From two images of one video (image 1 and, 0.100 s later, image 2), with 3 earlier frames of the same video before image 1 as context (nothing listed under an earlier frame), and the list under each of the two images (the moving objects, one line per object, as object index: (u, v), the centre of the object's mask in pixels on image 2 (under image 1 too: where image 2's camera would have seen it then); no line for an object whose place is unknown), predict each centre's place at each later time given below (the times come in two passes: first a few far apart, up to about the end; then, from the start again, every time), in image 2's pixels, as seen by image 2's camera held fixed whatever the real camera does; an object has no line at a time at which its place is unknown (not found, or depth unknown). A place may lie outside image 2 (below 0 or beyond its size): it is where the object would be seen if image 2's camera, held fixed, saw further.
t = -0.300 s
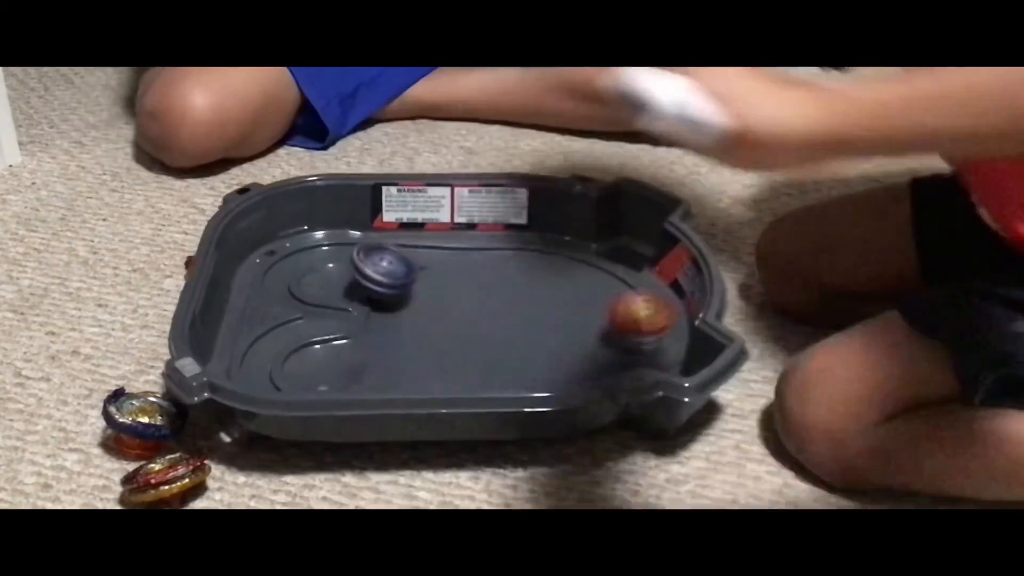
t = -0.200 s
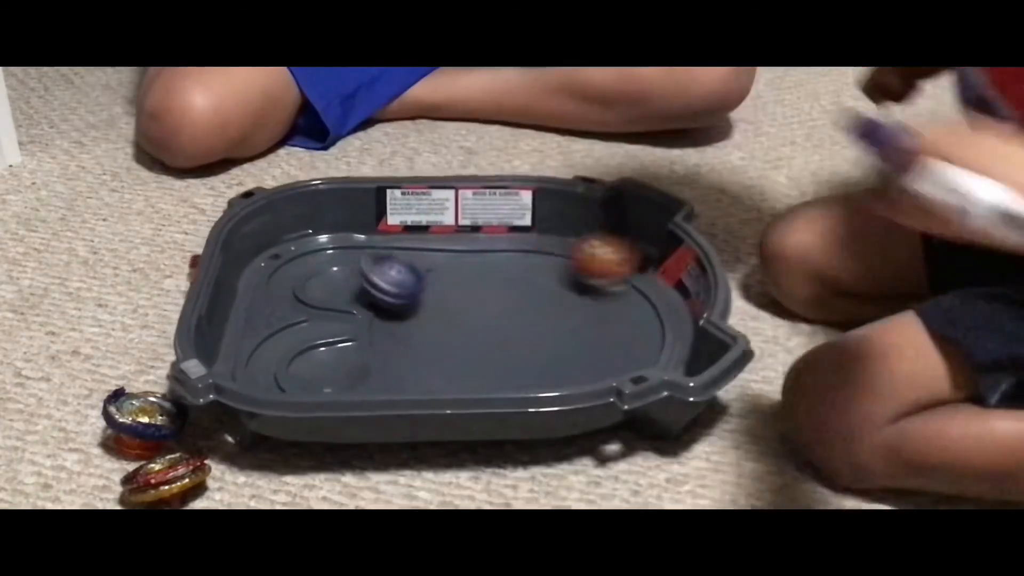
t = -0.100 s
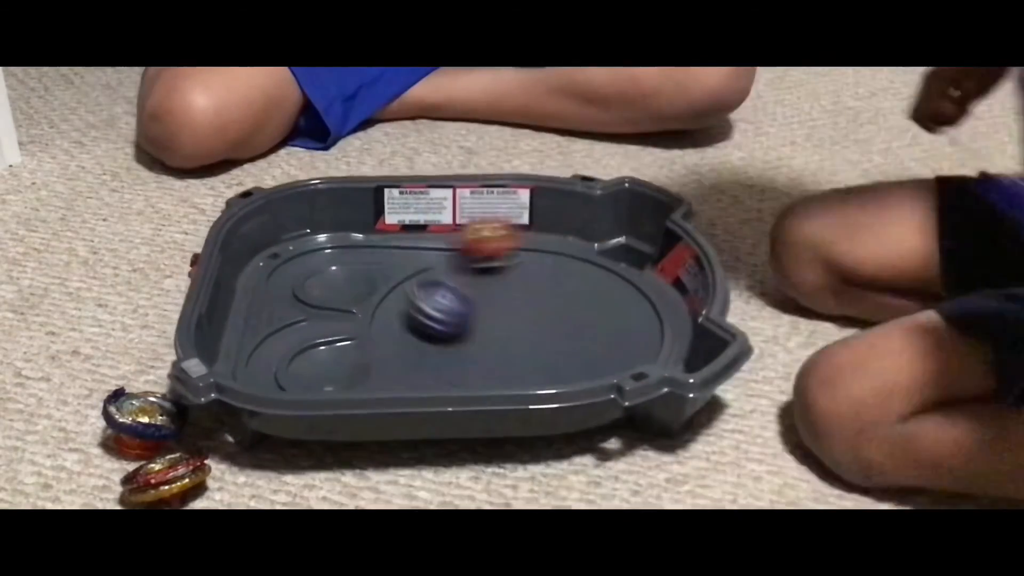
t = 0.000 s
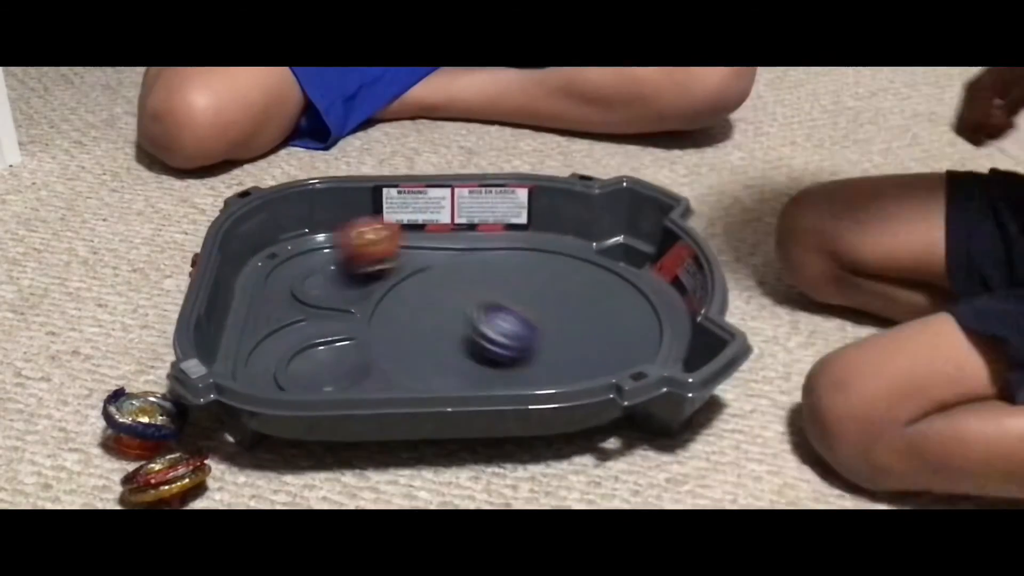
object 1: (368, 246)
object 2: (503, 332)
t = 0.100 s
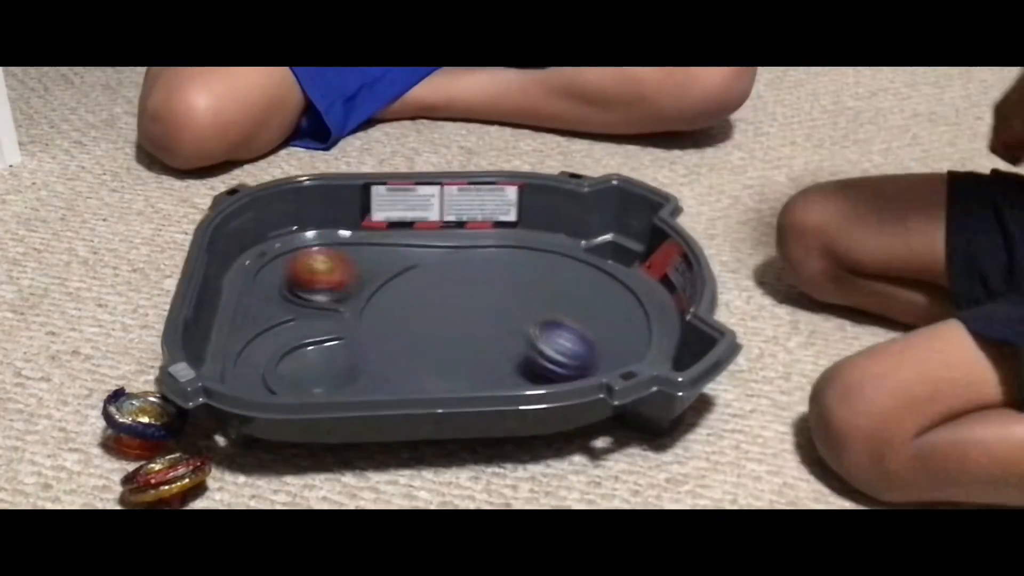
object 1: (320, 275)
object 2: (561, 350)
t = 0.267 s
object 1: (367, 270)
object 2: (575, 360)
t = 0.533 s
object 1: (368, 240)
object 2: (436, 351)
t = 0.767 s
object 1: (340, 240)
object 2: (387, 300)
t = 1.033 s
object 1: (273, 263)
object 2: (517, 305)
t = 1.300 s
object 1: (333, 300)
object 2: (603, 351)
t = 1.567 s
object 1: (500, 312)
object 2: (417, 366)
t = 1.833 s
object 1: (571, 251)
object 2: (369, 289)
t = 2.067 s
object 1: (536, 247)
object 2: (469, 302)
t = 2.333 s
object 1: (528, 314)
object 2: (467, 364)
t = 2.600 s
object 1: (518, 309)
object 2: (443, 353)
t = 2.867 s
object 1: (517, 277)
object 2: (402, 312)
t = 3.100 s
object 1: (483, 265)
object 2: (443, 328)
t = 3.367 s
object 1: (493, 254)
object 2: (459, 369)
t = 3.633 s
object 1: (555, 300)
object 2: (463, 341)
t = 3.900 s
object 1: (585, 279)
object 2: (509, 293)
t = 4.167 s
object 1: (639, 281)
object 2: (399, 320)
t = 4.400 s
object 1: (574, 326)
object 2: (501, 344)
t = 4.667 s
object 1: (567, 313)
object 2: (482, 350)
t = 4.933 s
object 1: (529, 309)
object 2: (401, 341)
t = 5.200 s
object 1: (506, 275)
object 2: (454, 318)
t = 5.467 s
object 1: (484, 250)
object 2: (498, 366)
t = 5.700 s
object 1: (489, 287)
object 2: (481, 352)
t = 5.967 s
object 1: (582, 257)
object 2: (436, 338)
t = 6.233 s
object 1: (517, 273)
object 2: (459, 338)
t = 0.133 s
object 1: (331, 281)
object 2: (575, 352)
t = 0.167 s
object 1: (342, 280)
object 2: (587, 353)
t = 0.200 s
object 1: (353, 278)
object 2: (590, 355)
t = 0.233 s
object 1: (361, 274)
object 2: (584, 359)
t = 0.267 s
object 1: (367, 270)
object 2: (575, 360)
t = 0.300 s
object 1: (370, 263)
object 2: (564, 361)
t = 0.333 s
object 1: (371, 257)
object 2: (549, 362)
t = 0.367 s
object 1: (373, 250)
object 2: (534, 364)
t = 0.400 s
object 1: (371, 244)
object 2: (514, 363)
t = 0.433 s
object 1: (372, 240)
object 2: (495, 363)
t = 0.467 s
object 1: (371, 239)
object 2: (476, 360)
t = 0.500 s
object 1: (369, 240)
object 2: (454, 357)
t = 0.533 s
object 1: (368, 240)
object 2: (436, 351)
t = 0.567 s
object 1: (366, 239)
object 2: (418, 344)
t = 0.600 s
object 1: (363, 240)
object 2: (404, 337)
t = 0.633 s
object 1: (360, 240)
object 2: (392, 328)
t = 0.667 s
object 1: (356, 239)
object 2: (384, 319)
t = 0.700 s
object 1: (351, 240)
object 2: (379, 312)
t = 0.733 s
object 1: (346, 240)
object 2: (380, 306)
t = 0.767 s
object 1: (340, 240)
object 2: (387, 300)
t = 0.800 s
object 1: (333, 240)
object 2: (396, 297)
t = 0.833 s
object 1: (325, 241)
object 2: (408, 295)
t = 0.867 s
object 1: (316, 241)
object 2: (423, 294)
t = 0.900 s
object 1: (308, 244)
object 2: (439, 295)
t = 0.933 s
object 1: (299, 246)
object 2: (457, 297)
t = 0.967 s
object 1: (288, 251)
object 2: (477, 299)
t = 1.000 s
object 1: (280, 256)
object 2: (498, 302)
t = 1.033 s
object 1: (273, 263)
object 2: (517, 305)
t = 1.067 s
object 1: (270, 270)
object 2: (538, 310)
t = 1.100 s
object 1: (271, 277)
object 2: (556, 315)
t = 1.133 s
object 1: (276, 283)
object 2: (573, 321)
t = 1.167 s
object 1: (286, 288)
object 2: (587, 327)
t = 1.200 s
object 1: (296, 292)
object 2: (600, 334)
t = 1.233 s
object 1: (307, 296)
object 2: (610, 340)
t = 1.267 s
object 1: (320, 297)
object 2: (613, 345)
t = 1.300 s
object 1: (333, 300)
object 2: (603, 351)
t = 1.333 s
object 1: (348, 304)
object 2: (589, 358)
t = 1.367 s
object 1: (366, 307)
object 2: (570, 364)
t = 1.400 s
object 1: (384, 315)
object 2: (548, 369)
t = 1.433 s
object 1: (405, 320)
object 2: (524, 372)
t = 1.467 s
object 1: (429, 324)
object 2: (497, 374)
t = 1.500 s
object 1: (453, 321)
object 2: (471, 374)
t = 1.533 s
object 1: (478, 318)
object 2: (443, 373)
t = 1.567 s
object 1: (500, 312)
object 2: (417, 366)
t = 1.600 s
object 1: (520, 304)
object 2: (397, 361)
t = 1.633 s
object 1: (538, 296)
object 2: (383, 349)
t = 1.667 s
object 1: (553, 285)
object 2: (370, 337)
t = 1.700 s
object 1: (565, 274)
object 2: (360, 327)
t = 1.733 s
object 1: (573, 264)
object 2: (357, 315)
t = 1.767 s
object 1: (576, 254)
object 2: (356, 307)
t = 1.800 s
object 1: (576, 251)
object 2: (360, 296)
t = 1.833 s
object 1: (571, 251)
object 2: (369, 289)
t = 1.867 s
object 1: (564, 249)
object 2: (382, 283)
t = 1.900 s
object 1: (557, 248)
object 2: (398, 280)
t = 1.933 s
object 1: (547, 246)
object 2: (421, 277)
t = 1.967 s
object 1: (535, 246)
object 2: (445, 275)
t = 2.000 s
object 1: (523, 245)
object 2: (470, 275)
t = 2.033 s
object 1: (529, 238)
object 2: (471, 285)
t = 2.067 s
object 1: (536, 247)
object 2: (469, 302)
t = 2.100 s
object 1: (539, 261)
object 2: (468, 317)
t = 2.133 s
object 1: (541, 270)
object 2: (468, 330)
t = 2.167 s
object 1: (542, 279)
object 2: (470, 340)
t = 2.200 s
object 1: (541, 288)
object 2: (471, 350)
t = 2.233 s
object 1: (539, 296)
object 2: (471, 355)
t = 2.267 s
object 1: (535, 303)
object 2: (471, 358)
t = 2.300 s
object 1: (532, 309)
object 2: (469, 362)
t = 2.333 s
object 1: (528, 314)
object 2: (467, 364)
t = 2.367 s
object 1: (524, 318)
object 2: (466, 365)
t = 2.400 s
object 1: (521, 320)
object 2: (462, 366)
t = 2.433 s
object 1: (520, 321)
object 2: (459, 365)
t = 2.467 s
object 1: (520, 320)
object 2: (456, 365)
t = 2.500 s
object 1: (521, 318)
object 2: (453, 364)
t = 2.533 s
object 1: (522, 315)
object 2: (450, 362)
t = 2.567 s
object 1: (520, 312)
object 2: (446, 358)
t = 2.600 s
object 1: (518, 309)
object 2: (443, 353)
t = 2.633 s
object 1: (512, 306)
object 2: (440, 349)
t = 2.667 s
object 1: (507, 305)
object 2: (439, 341)
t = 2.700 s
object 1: (502, 305)
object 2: (439, 333)
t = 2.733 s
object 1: (501, 304)
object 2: (436, 325)
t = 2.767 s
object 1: (508, 297)
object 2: (424, 322)
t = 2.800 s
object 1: (515, 291)
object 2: (413, 318)
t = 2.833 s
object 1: (517, 284)
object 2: (405, 315)
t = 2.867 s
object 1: (517, 277)
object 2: (402, 312)
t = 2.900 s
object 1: (514, 272)
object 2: (402, 310)
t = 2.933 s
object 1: (508, 268)
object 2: (405, 308)
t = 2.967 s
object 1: (499, 267)
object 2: (411, 307)
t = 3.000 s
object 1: (489, 268)
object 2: (421, 308)
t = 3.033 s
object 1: (482, 268)
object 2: (433, 308)
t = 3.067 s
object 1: (481, 268)
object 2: (443, 313)
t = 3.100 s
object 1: (483, 265)
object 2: (443, 328)
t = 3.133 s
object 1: (488, 258)
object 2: (445, 340)
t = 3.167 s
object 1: (492, 253)
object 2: (447, 351)
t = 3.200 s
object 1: (494, 249)
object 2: (450, 356)
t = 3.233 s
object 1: (494, 248)
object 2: (453, 362)
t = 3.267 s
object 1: (493, 247)
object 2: (455, 365)
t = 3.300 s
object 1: (493, 247)
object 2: (458, 367)
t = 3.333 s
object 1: (493, 249)
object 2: (458, 370)
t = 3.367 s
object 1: (493, 254)
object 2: (459, 369)
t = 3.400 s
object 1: (493, 259)
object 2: (460, 367)
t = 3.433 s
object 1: (495, 266)
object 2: (459, 366)
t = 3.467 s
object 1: (499, 275)
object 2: (460, 364)
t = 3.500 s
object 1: (506, 282)
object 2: (460, 362)
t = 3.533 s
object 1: (516, 289)
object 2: (460, 358)
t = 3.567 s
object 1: (529, 294)
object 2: (461, 352)
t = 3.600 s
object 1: (542, 298)
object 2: (461, 349)
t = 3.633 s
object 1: (555, 300)
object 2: (463, 341)
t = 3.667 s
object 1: (568, 301)
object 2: (465, 334)
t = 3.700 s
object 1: (580, 299)
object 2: (468, 326)
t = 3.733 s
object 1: (590, 296)
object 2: (473, 319)
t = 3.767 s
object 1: (597, 292)
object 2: (478, 311)
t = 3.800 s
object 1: (599, 287)
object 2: (484, 305)
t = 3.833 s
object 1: (597, 283)
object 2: (492, 300)
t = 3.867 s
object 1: (592, 280)
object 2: (501, 295)
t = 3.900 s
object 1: (585, 279)
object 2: (509, 293)
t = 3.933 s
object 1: (591, 276)
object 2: (501, 292)
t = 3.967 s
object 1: (613, 268)
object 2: (464, 294)
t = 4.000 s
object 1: (626, 261)
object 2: (430, 296)
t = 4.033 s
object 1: (636, 263)
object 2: (400, 296)
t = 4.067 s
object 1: (641, 266)
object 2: (378, 296)
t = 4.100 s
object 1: (641, 270)
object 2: (381, 304)
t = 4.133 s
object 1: (640, 276)
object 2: (389, 313)
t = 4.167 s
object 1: (639, 281)
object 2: (399, 320)
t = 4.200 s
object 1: (633, 291)
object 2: (412, 328)
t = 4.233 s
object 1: (625, 300)
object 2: (426, 333)
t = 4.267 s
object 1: (614, 308)
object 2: (441, 336)
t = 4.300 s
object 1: (603, 313)
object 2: (456, 340)
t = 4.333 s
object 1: (590, 319)
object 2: (472, 343)
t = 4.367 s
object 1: (581, 323)
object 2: (486, 344)
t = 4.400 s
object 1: (574, 326)
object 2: (501, 344)
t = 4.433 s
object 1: (575, 326)
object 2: (504, 345)
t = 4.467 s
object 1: (579, 326)
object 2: (503, 348)
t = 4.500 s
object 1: (582, 324)
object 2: (502, 348)
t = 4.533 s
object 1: (583, 321)
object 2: (500, 349)
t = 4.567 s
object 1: (583, 318)
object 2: (497, 350)
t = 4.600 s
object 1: (580, 315)
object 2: (492, 350)
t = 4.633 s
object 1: (574, 313)
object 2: (487, 350)
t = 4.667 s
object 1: (567, 313)
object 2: (482, 350)
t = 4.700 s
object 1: (558, 312)
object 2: (476, 350)
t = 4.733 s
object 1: (547, 314)
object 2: (469, 348)
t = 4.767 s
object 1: (537, 314)
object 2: (464, 348)
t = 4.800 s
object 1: (525, 317)
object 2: (458, 345)
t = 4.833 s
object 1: (516, 320)
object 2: (453, 341)
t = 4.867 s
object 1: (516, 319)
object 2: (436, 342)
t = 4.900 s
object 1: (524, 313)
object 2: (416, 342)
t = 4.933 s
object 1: (529, 309)
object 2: (401, 341)
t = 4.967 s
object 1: (533, 304)
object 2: (390, 339)
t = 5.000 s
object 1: (536, 296)
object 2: (391, 337)
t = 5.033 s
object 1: (536, 291)
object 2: (398, 335)
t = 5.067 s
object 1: (533, 285)
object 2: (408, 332)
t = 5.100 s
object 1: (528, 280)
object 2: (418, 328)
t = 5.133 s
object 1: (522, 278)
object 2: (430, 325)
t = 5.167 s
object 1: (515, 276)
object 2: (441, 322)
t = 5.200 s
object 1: (506, 275)
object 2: (454, 318)
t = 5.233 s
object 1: (500, 274)
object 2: (468, 315)
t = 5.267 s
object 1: (497, 269)
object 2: (475, 323)
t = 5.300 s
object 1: (495, 255)
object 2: (479, 340)
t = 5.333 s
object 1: (493, 243)
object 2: (485, 352)
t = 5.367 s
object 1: (491, 238)
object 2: (493, 357)
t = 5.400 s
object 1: (489, 242)
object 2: (497, 362)
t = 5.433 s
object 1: (486, 246)
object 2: (499, 365)
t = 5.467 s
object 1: (484, 250)
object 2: (498, 366)
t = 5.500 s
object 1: (482, 257)
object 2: (498, 367)
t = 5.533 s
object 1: (481, 263)
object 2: (494, 367)
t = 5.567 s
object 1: (479, 270)
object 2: (491, 366)
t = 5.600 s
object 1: (479, 275)
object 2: (489, 364)
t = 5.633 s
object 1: (481, 278)
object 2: (486, 361)
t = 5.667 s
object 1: (484, 282)
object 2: (483, 357)
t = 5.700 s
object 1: (489, 287)
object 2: (481, 352)
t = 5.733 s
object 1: (494, 290)
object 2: (478, 352)
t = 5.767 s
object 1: (499, 293)
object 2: (477, 344)
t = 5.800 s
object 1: (509, 295)
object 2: (476, 337)
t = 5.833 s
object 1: (520, 297)
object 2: (475, 331)
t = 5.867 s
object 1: (538, 291)
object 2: (464, 332)
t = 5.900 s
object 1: (557, 279)
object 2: (451, 334)
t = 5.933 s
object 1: (570, 269)
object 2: (442, 337)
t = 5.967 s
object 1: (582, 257)
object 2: (436, 338)
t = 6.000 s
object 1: (588, 248)
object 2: (432, 339)
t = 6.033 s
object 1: (586, 247)
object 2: (429, 340)
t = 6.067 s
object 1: (579, 252)
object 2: (430, 340)
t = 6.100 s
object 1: (569, 257)
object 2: (433, 340)
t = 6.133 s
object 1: (557, 261)
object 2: (438, 340)
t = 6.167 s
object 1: (546, 265)
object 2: (444, 339)
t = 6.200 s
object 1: (532, 269)
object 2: (451, 339)
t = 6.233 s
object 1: (517, 273)
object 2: (459, 338)
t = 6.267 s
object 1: (502, 276)
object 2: (468, 335)
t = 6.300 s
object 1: (488, 279)
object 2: (476, 333)
